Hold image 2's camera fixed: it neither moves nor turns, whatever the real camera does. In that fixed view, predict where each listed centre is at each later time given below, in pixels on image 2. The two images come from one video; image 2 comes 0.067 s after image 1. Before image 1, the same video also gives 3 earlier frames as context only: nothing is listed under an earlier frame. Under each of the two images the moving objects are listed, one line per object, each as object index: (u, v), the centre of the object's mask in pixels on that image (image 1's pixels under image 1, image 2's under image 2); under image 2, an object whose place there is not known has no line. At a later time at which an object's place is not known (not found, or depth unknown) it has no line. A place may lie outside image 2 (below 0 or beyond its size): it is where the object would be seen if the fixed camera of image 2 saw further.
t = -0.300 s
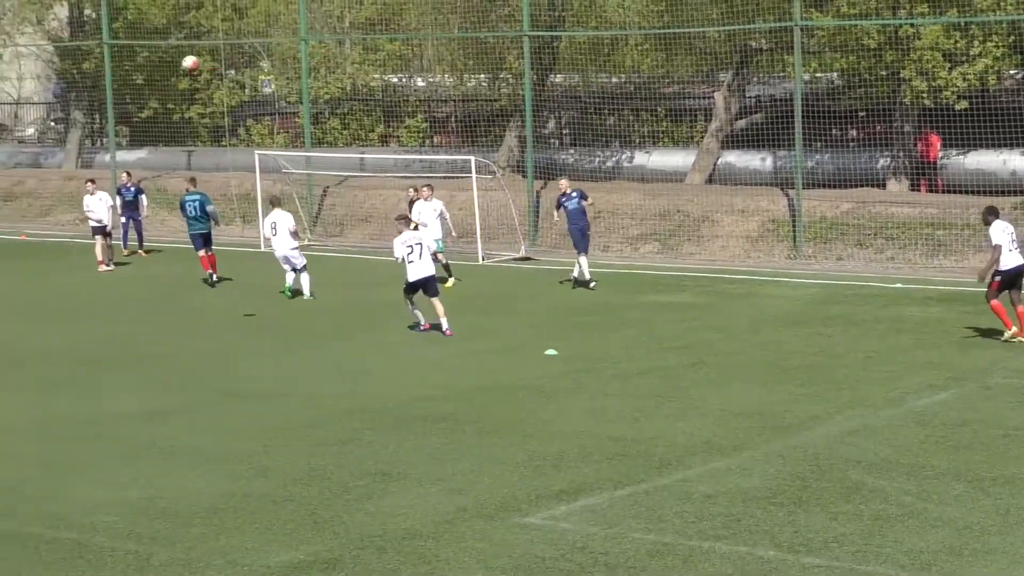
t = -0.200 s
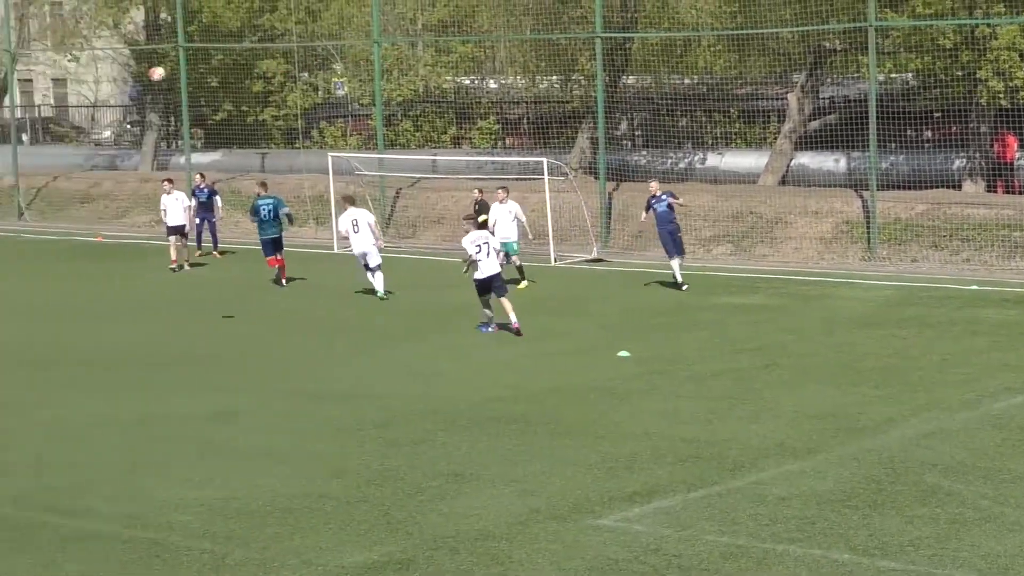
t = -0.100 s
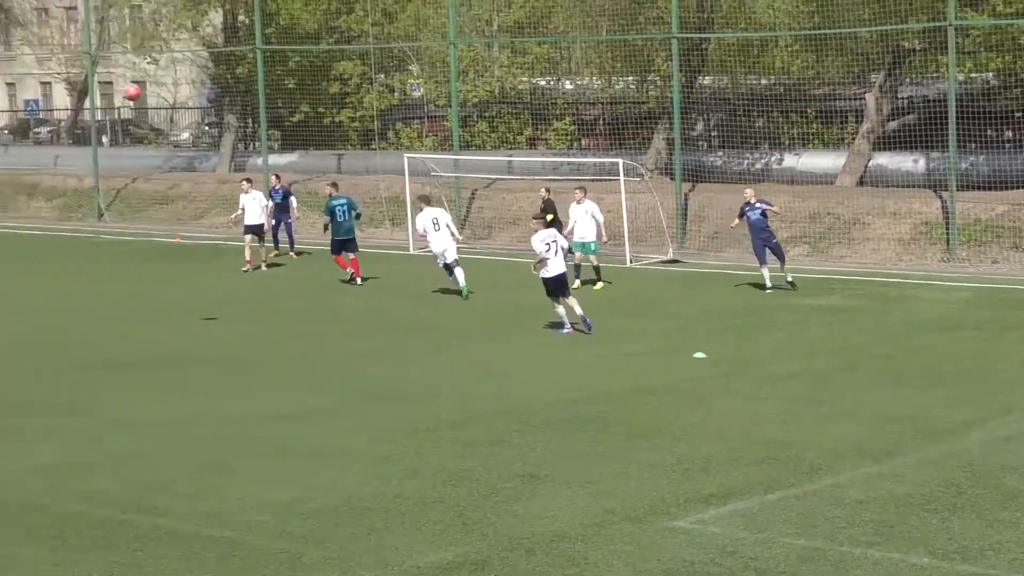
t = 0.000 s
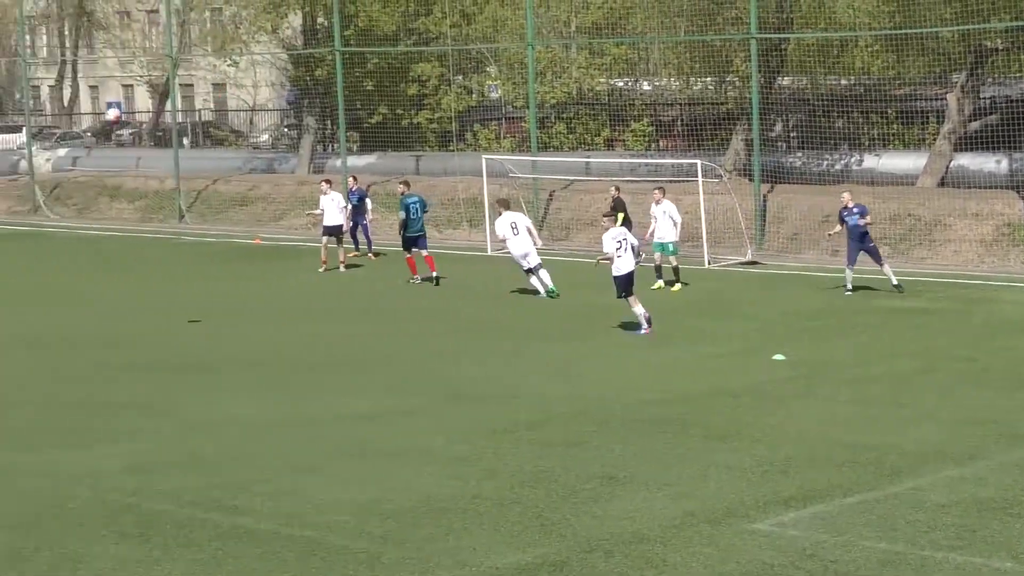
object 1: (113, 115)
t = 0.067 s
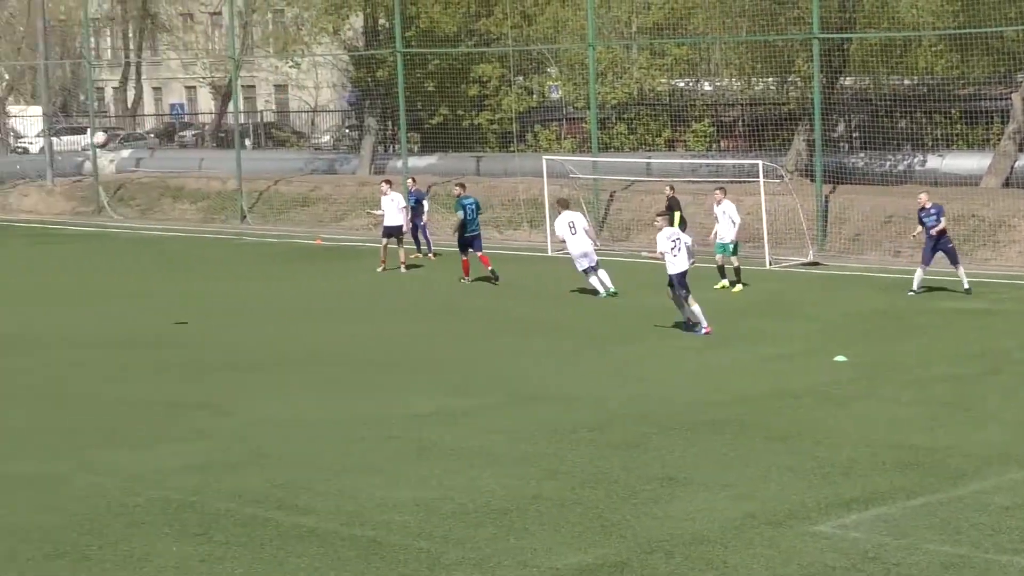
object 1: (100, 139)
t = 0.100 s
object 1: (80, 145)
